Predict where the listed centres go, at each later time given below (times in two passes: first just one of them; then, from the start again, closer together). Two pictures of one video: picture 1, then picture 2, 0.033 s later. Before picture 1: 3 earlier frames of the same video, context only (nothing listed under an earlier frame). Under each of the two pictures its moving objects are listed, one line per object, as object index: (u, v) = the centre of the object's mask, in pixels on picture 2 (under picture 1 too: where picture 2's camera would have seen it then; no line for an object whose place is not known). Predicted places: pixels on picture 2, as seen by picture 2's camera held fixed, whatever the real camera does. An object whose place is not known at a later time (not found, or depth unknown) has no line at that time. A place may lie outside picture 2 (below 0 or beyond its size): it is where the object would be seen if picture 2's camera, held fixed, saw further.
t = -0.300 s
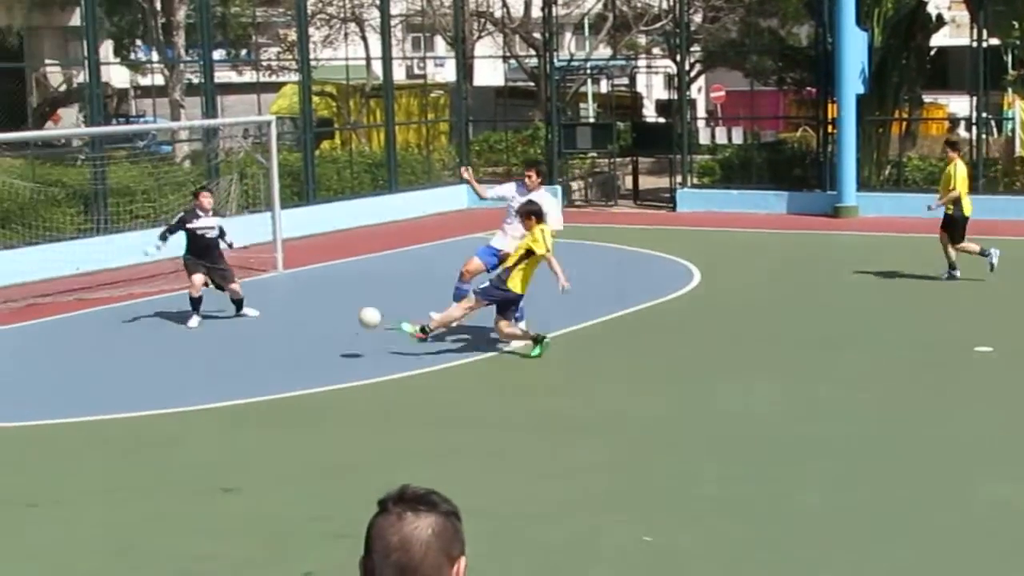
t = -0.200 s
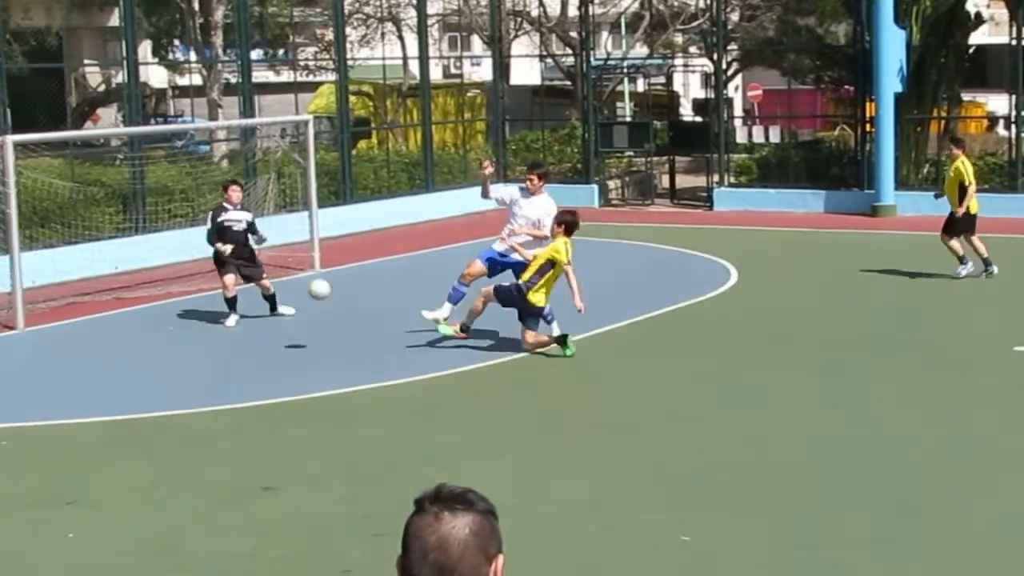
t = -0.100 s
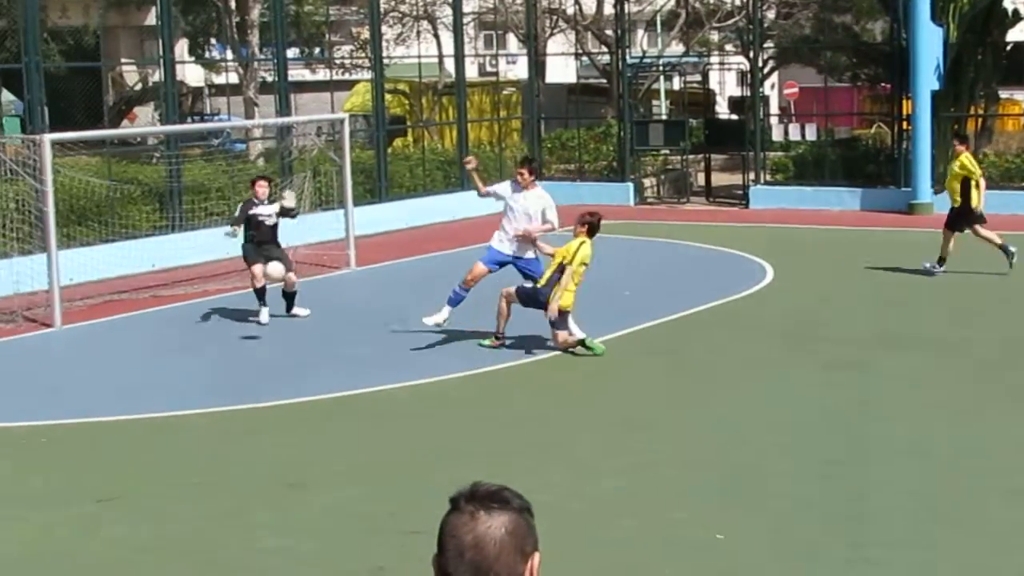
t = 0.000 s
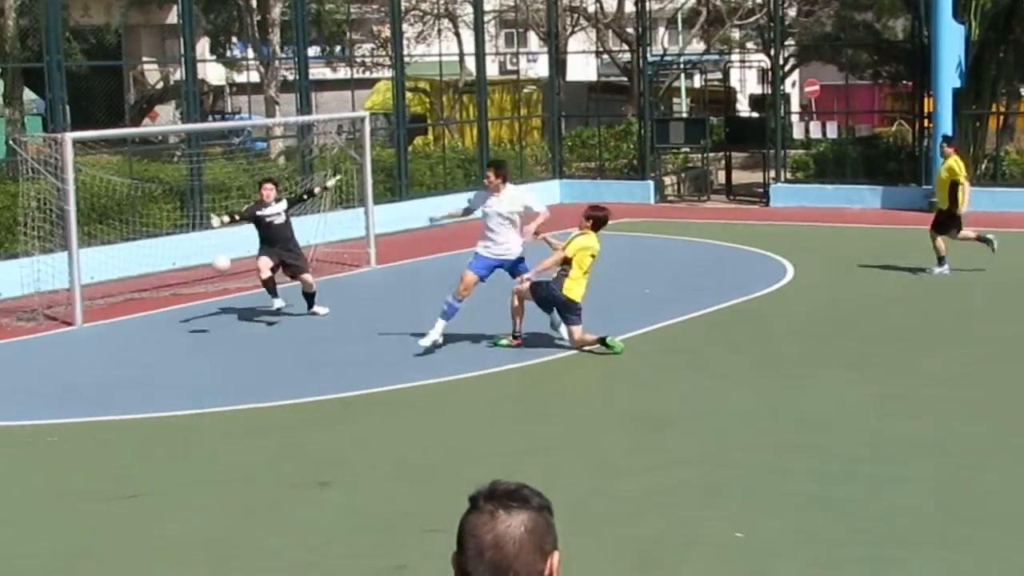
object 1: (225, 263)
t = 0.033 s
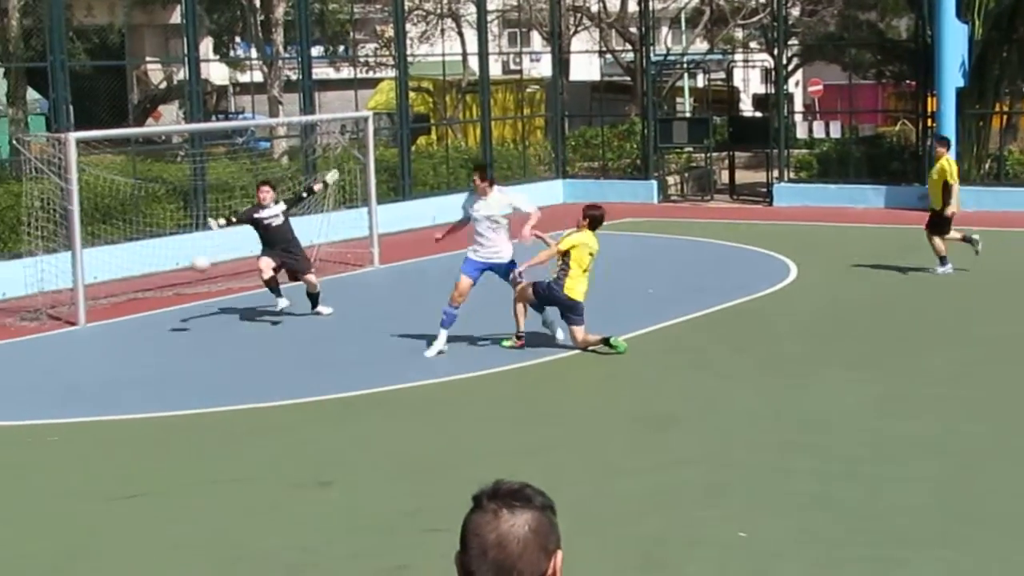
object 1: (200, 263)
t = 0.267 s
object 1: (53, 290)
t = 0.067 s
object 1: (176, 264)
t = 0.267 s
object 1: (53, 290)
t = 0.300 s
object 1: (33, 301)
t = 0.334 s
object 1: (15, 313)
